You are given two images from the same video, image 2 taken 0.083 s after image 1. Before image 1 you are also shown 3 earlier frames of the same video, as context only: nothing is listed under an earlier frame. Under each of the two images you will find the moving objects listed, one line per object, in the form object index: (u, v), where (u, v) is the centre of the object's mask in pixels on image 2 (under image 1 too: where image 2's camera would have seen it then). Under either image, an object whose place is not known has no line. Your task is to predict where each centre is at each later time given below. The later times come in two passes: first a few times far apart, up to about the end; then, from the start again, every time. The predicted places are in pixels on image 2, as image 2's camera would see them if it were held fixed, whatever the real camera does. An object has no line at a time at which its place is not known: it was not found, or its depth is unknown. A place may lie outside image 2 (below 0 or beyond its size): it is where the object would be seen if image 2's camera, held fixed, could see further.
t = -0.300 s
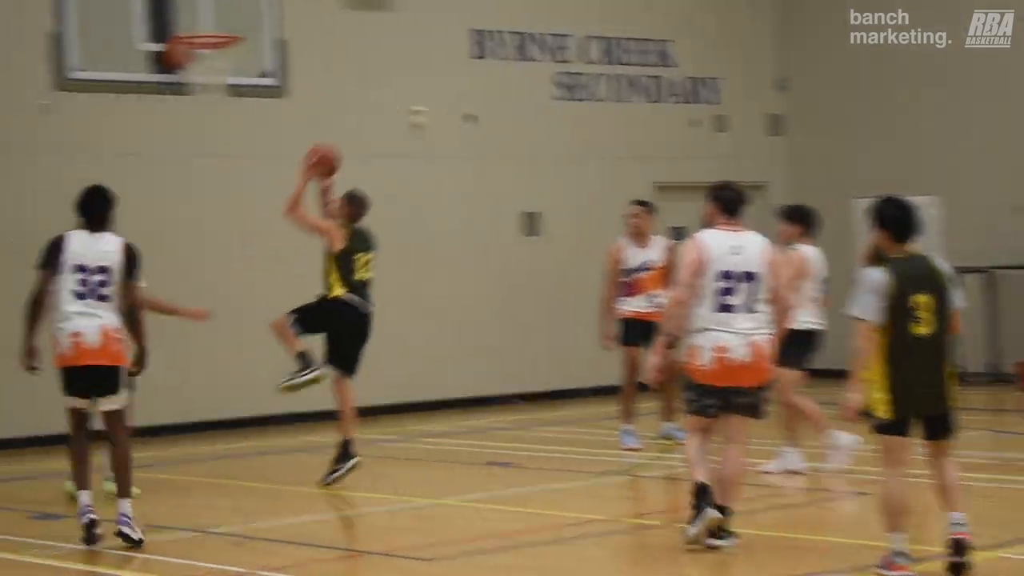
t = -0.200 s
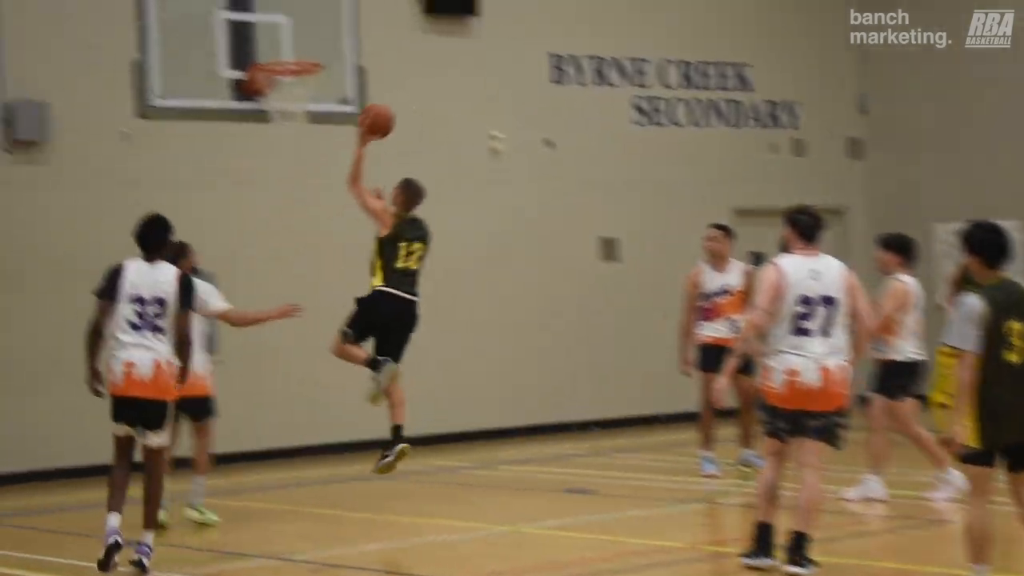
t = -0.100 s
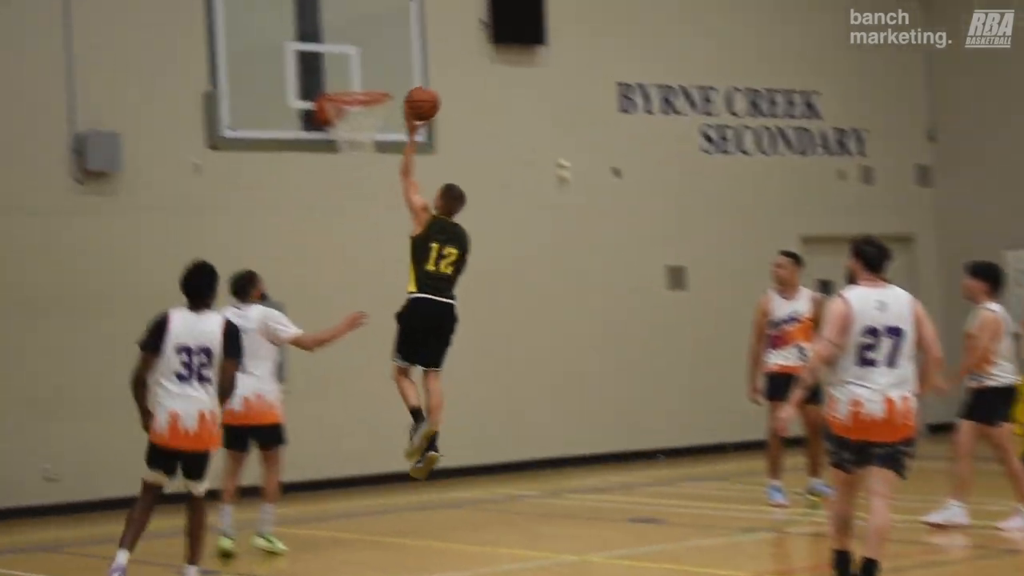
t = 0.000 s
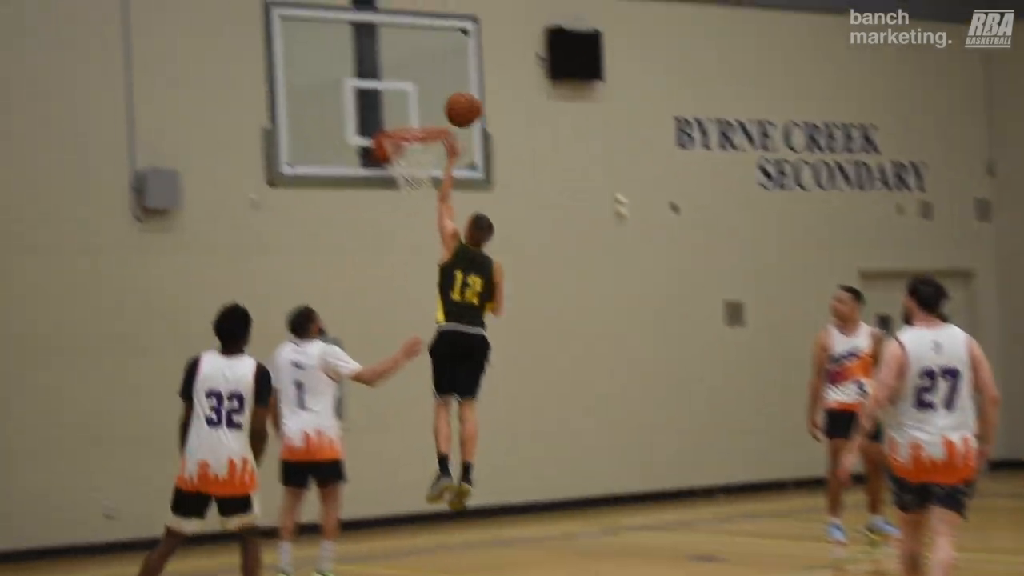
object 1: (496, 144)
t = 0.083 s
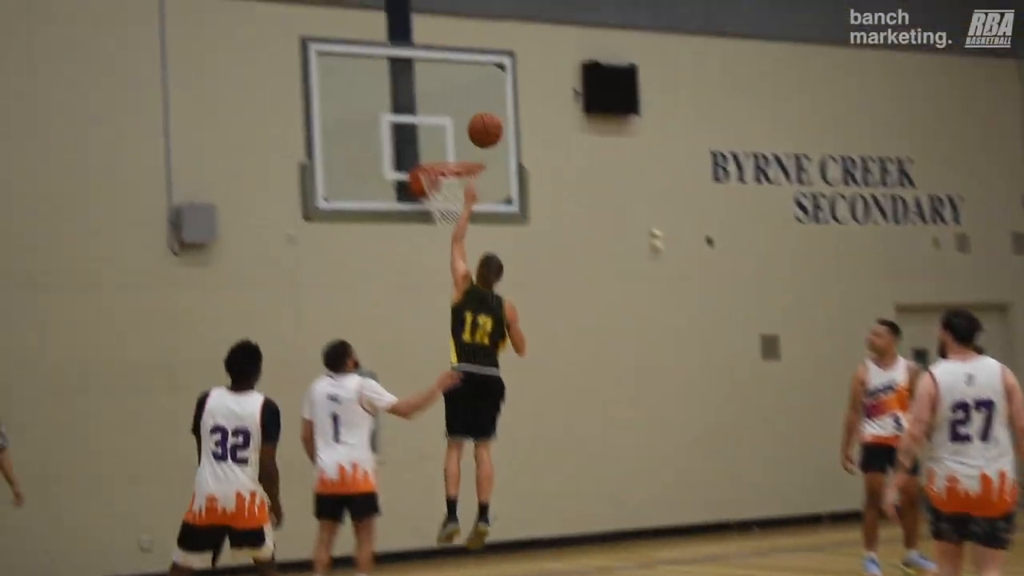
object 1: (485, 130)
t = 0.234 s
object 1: (464, 132)
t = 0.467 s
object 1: (436, 192)
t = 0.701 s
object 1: (445, 245)
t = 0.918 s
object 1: (460, 356)
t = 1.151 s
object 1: (479, 549)
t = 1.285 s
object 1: (490, 527)
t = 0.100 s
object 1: (482, 129)
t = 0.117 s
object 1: (480, 129)
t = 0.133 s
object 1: (478, 128)
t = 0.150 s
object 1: (476, 127)
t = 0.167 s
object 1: (473, 127)
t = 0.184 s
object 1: (471, 128)
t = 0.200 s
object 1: (469, 129)
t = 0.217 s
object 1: (466, 130)
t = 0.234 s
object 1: (464, 132)
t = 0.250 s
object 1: (462, 133)
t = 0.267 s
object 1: (459, 136)
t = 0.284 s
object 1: (457, 139)
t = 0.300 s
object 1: (454, 141)
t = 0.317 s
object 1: (452, 145)
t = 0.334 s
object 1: (450, 149)
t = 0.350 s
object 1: (448, 152)
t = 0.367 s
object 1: (446, 154)
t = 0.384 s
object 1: (443, 156)
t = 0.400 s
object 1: (441, 169)
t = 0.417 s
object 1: (439, 175)
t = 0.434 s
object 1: (440, 185)
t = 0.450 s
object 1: (434, 188)
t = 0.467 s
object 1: (436, 192)
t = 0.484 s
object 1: (438, 190)
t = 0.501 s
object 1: (439, 200)
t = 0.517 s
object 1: (437, 215)
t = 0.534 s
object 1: (441, 213)
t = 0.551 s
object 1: (439, 215)
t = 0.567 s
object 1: (438, 217)
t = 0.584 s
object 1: (439, 218)
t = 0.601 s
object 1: (440, 220)
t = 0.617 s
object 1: (441, 222)
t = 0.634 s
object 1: (442, 226)
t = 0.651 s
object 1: (442, 230)
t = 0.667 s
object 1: (443, 234)
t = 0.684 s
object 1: (444, 240)
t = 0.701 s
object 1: (445, 245)
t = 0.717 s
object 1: (446, 252)
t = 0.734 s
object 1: (447, 258)
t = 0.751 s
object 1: (448, 265)
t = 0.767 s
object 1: (449, 272)
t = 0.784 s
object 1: (451, 280)
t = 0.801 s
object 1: (452, 288)
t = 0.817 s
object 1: (453, 297)
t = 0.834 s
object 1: (454, 306)
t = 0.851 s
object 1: (455, 315)
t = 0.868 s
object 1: (456, 325)
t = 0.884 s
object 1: (458, 335)
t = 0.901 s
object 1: (459, 345)
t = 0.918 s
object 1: (460, 356)
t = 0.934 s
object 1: (462, 367)
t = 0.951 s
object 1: (463, 379)
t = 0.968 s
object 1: (464, 392)
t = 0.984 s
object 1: (466, 404)
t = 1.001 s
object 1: (467, 417)
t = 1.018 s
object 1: (468, 430)
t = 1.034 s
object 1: (469, 443)
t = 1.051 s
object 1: (471, 457)
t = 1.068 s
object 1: (472, 470)
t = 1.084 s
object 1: (473, 486)
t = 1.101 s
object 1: (475, 502)
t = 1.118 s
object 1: (476, 517)
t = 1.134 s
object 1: (478, 533)
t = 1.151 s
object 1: (479, 549)
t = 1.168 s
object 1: (480, 567)
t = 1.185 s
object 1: (482, 586)
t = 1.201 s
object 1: (483, 590)
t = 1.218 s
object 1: (485, 576)
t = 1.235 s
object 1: (486, 564)
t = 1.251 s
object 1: (488, 551)
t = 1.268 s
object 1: (488, 539)
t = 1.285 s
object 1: (490, 527)
